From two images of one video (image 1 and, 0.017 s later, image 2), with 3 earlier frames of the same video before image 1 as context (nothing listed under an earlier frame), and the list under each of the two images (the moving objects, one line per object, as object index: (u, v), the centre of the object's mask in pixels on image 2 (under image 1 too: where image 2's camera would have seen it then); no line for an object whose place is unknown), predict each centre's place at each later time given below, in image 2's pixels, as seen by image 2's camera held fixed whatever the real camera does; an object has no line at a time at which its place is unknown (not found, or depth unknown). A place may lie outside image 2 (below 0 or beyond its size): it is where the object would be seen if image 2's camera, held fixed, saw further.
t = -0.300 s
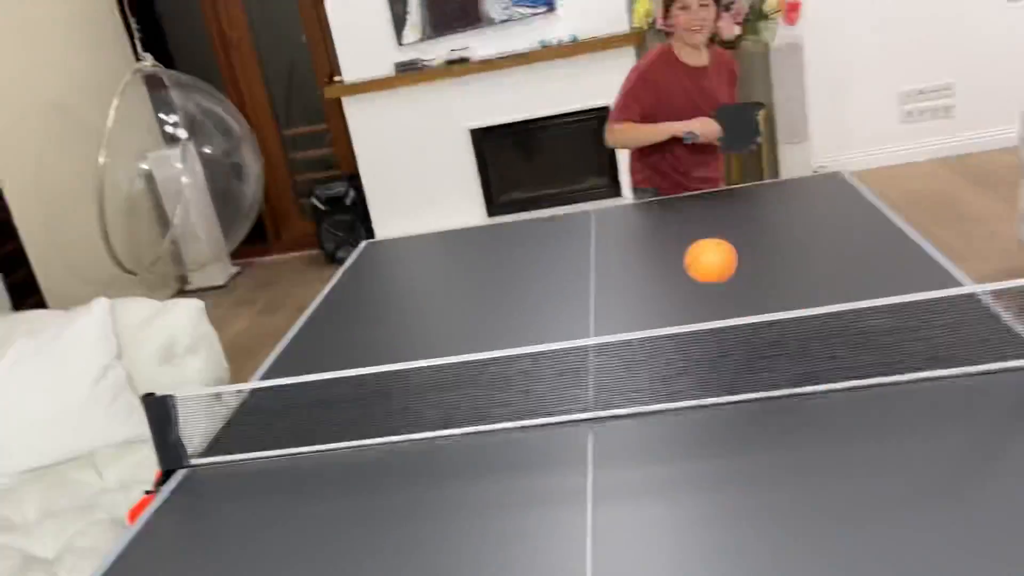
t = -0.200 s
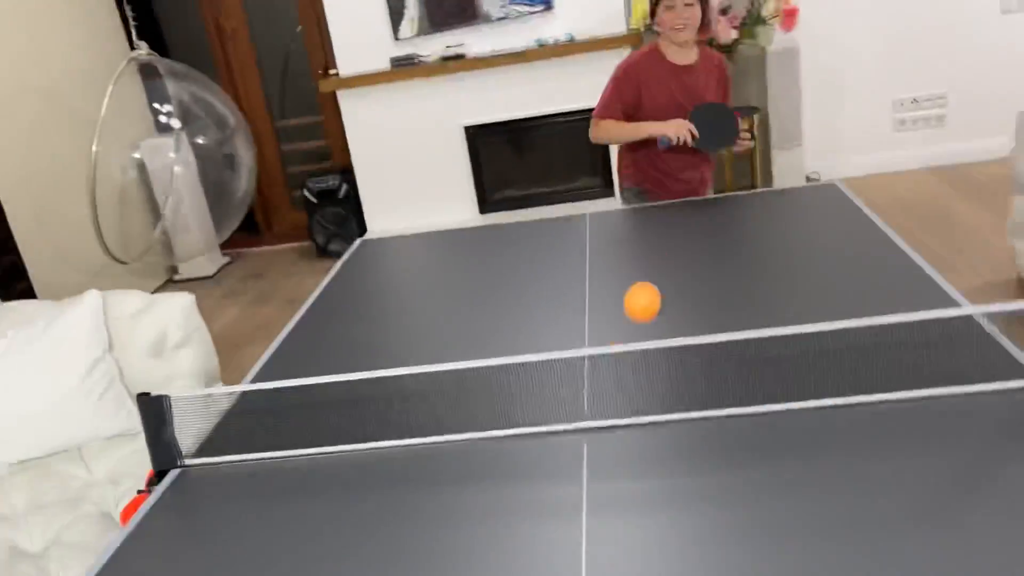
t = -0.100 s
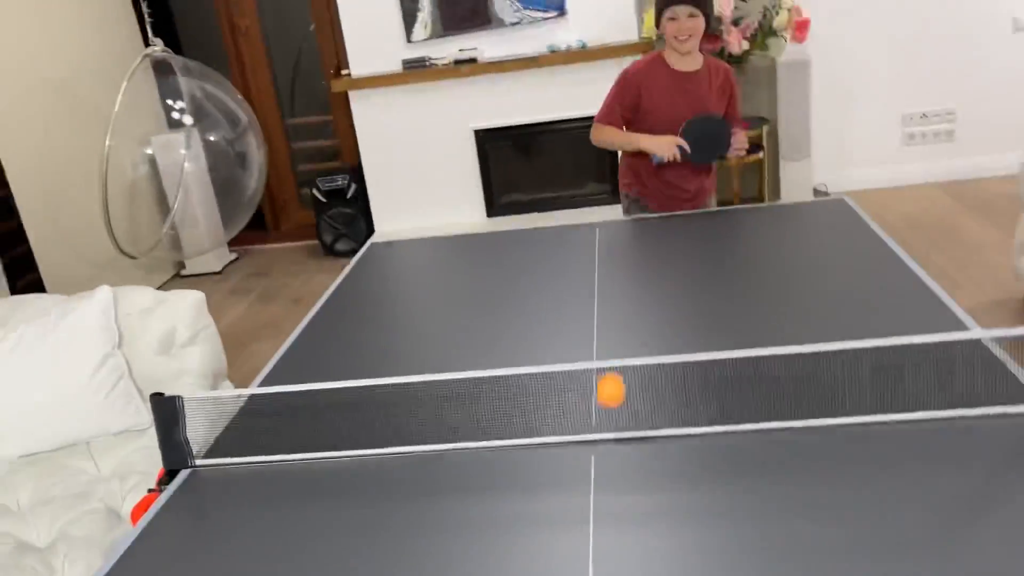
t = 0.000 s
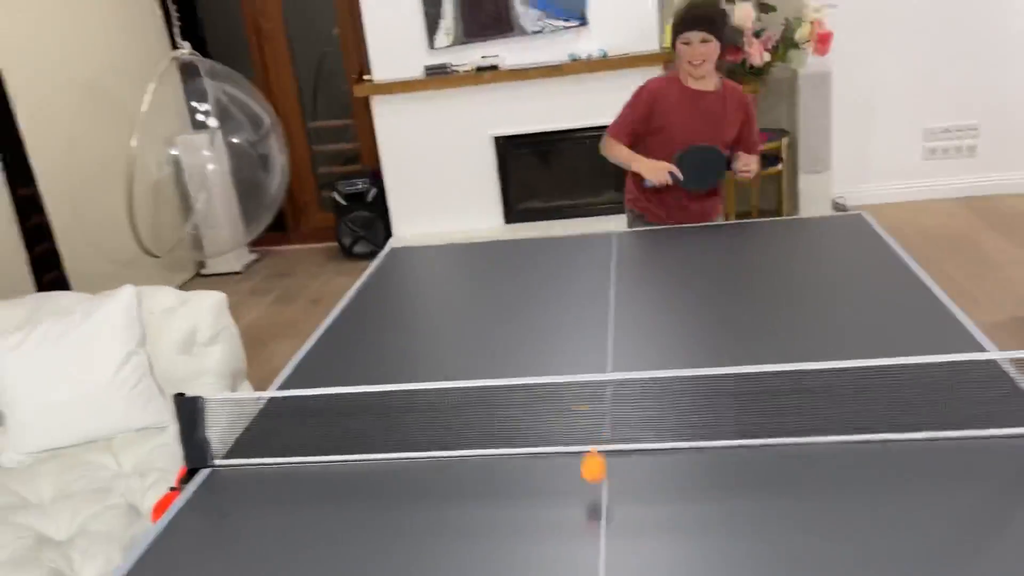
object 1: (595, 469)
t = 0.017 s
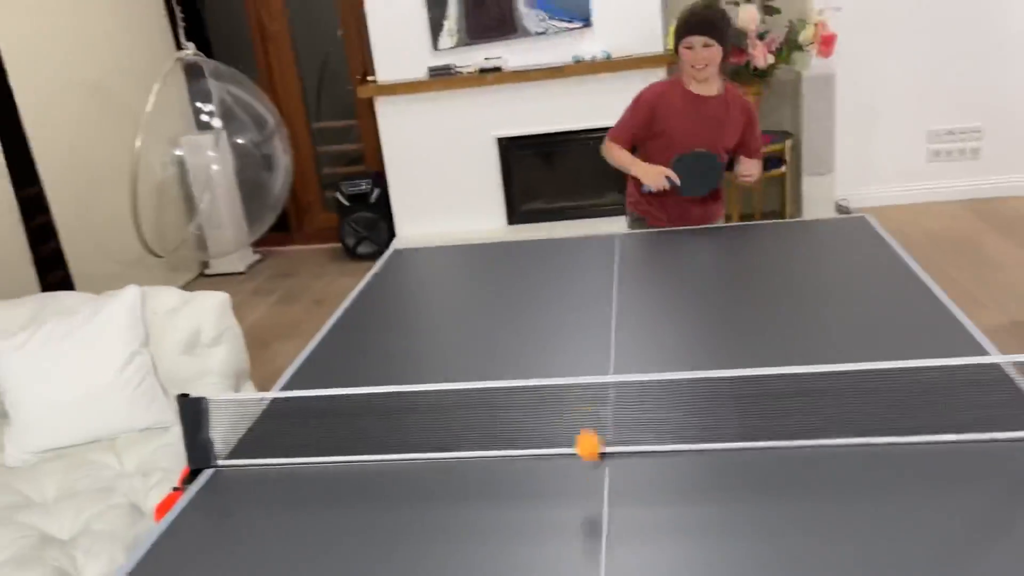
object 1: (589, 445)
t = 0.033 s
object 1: (579, 424)
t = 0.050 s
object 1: (572, 403)
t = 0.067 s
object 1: (564, 386)
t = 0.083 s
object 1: (556, 368)
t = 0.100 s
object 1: (548, 354)
